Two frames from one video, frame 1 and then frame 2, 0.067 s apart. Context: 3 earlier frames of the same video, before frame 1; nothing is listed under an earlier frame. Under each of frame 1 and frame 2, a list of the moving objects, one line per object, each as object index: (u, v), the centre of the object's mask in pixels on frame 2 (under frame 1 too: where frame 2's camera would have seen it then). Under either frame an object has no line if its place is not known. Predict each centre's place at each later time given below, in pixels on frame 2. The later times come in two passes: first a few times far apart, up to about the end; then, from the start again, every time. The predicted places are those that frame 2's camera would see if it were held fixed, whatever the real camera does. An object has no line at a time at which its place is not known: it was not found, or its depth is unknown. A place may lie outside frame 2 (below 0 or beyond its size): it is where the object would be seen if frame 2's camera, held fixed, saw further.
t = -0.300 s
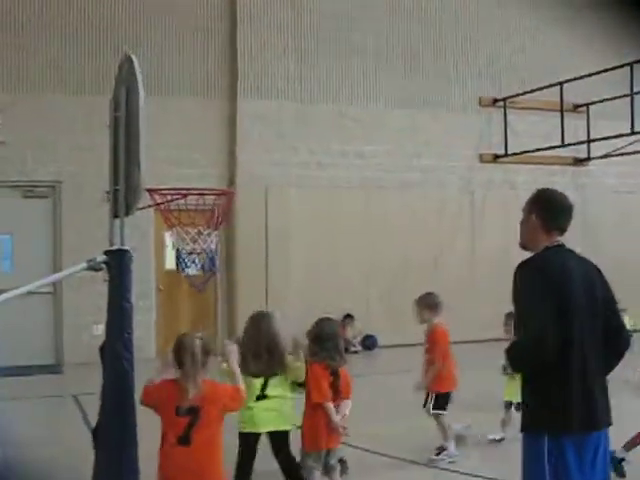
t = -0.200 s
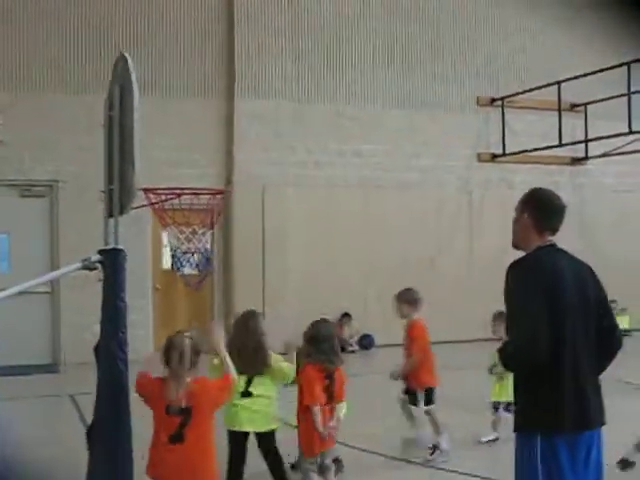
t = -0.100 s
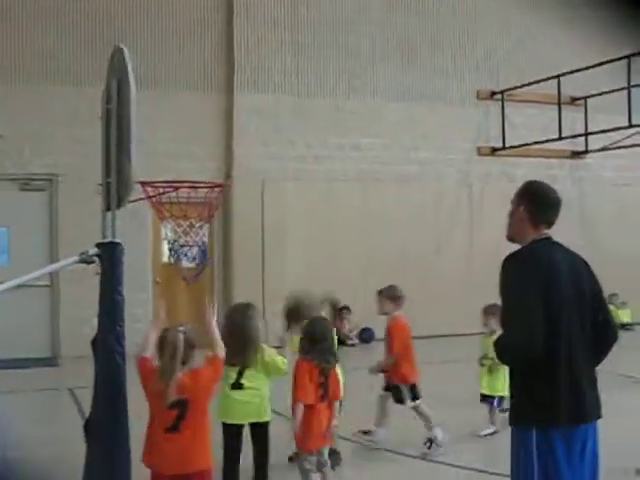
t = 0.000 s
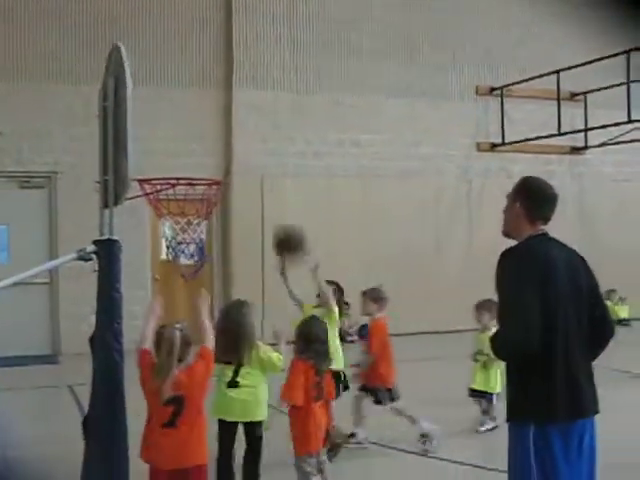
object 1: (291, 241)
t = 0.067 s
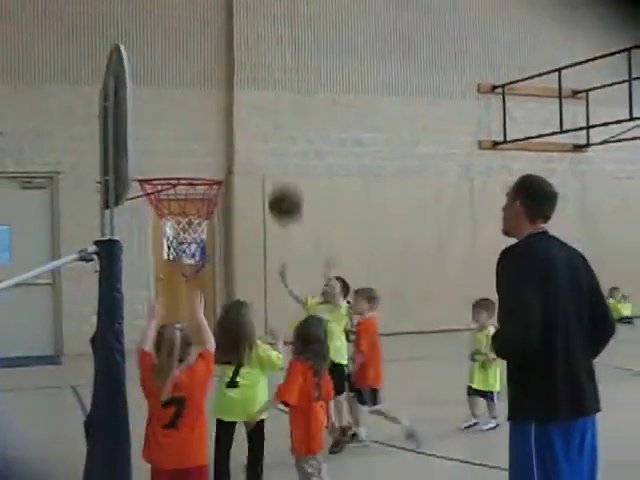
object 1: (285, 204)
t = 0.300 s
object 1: (261, 117)
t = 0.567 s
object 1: (237, 118)
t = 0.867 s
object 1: (260, 187)
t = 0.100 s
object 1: (282, 186)
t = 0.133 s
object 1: (278, 171)
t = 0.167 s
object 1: (274, 156)
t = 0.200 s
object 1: (271, 145)
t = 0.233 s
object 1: (268, 134)
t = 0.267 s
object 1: (265, 124)
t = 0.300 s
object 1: (261, 117)
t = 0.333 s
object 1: (258, 111)
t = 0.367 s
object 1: (255, 106)
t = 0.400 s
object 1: (252, 104)
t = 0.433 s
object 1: (249, 103)
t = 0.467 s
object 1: (246, 104)
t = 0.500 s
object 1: (243, 107)
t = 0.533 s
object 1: (240, 111)
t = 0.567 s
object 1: (237, 118)
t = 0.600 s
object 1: (233, 126)
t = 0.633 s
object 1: (230, 137)
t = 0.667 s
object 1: (228, 149)
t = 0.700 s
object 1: (226, 163)
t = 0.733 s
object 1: (231, 166)
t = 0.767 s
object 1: (238, 169)
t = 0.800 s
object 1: (245, 173)
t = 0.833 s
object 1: (253, 179)
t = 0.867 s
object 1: (260, 187)
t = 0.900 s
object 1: (268, 198)
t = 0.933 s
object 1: (277, 211)
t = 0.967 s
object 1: (285, 226)
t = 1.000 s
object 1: (294, 244)
